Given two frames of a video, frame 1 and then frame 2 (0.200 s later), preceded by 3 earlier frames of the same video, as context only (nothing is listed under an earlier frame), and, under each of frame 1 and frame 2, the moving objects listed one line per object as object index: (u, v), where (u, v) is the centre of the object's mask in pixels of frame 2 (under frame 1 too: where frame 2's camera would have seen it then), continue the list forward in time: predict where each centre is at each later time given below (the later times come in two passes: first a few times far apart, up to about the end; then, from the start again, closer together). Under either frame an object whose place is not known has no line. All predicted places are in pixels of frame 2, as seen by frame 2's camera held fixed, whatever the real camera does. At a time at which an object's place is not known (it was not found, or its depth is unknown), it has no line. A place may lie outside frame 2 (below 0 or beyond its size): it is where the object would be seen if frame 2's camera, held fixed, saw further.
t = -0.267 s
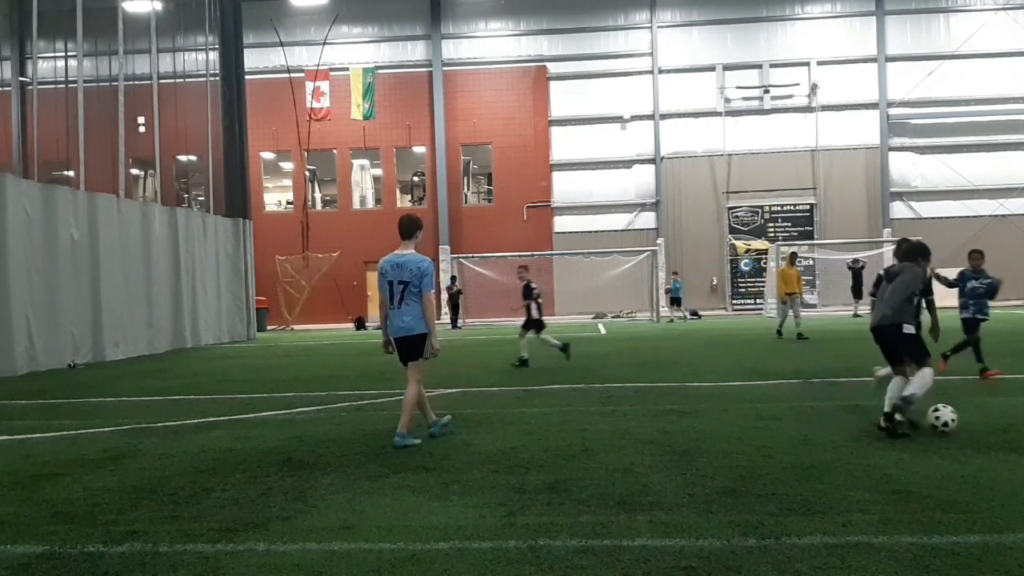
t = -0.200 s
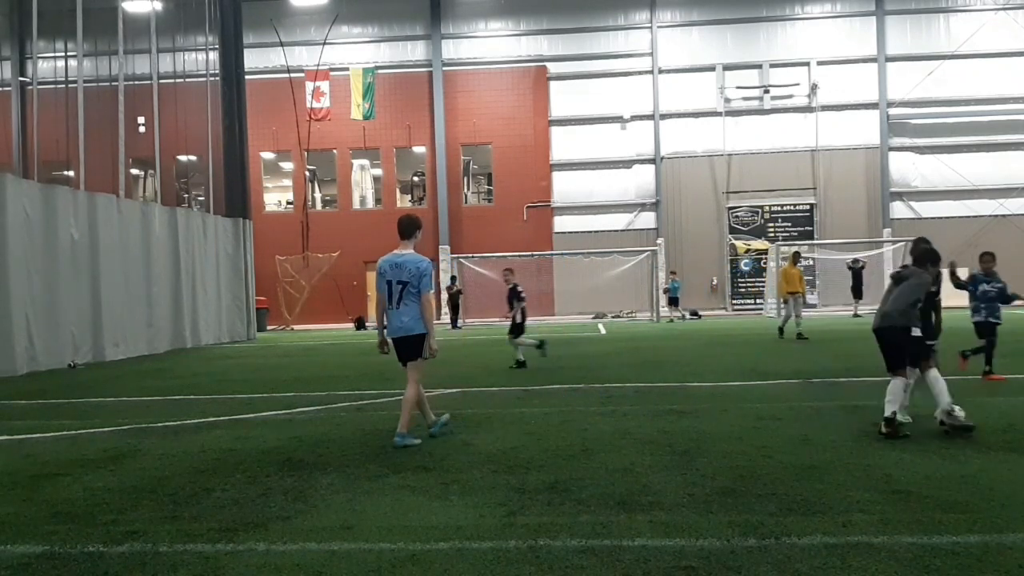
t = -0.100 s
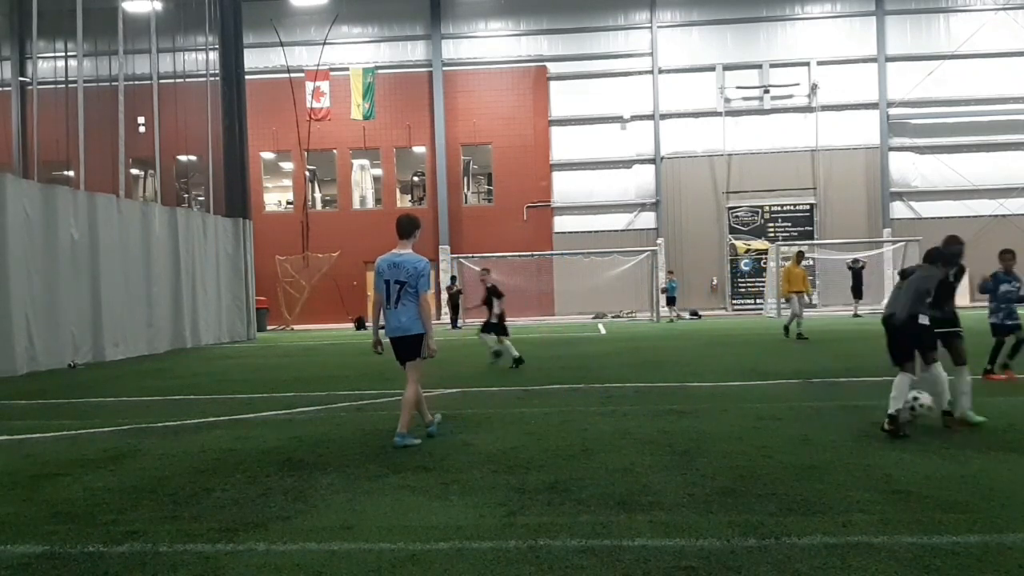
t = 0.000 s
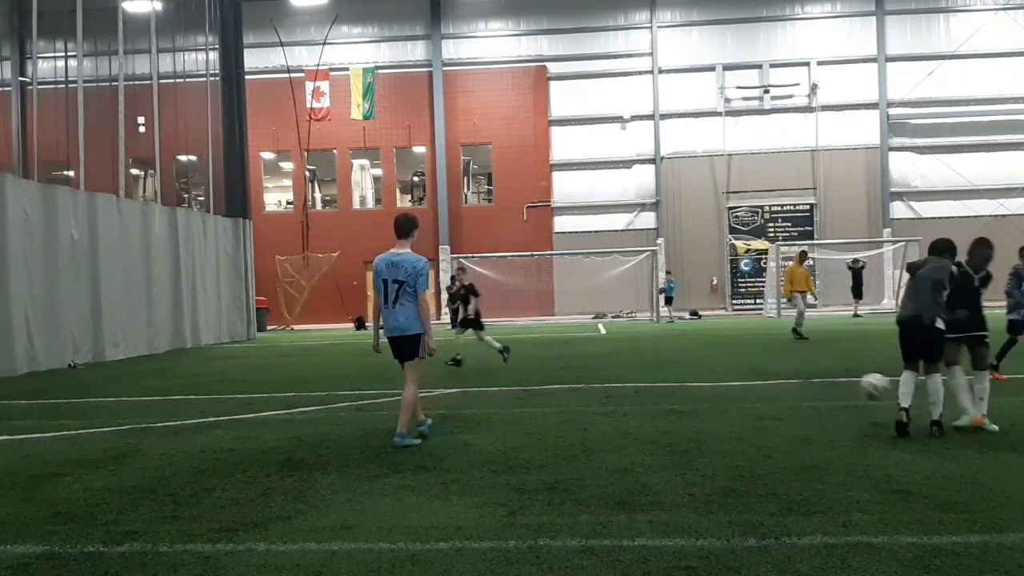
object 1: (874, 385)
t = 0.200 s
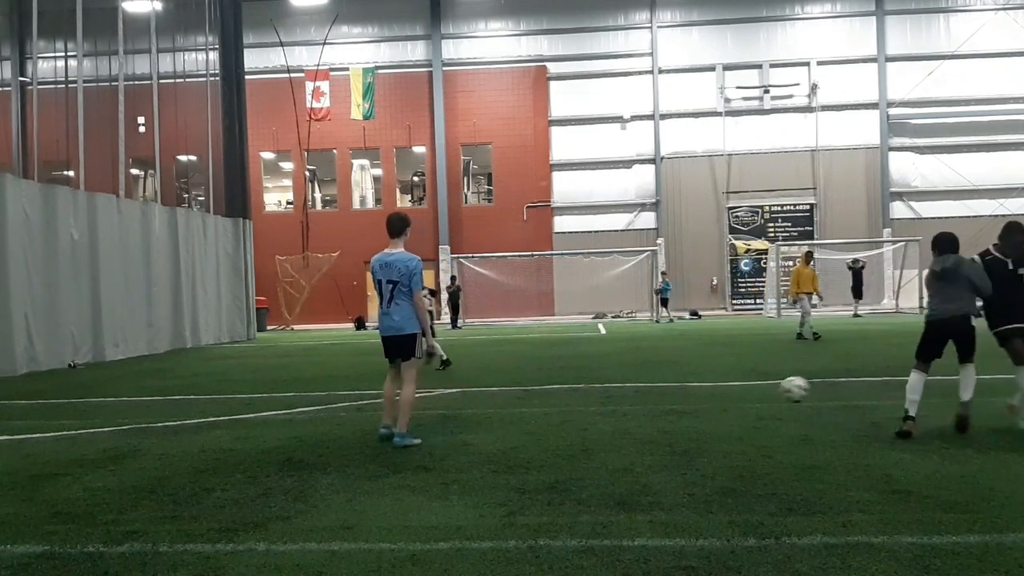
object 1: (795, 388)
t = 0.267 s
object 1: (768, 400)
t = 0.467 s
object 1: (715, 392)
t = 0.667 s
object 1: (671, 404)
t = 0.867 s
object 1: (623, 404)
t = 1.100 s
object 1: (576, 400)
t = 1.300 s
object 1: (539, 399)
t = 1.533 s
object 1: (500, 398)
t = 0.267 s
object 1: (768, 400)
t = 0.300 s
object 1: (756, 409)
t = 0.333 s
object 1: (746, 408)
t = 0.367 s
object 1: (738, 401)
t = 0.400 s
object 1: (730, 396)
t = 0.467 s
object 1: (715, 392)
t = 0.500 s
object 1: (708, 391)
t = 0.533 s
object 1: (700, 392)
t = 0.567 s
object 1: (692, 395)
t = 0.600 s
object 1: (686, 397)
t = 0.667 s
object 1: (671, 404)
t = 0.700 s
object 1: (663, 400)
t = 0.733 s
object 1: (655, 400)
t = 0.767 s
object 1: (647, 398)
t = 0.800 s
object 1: (639, 398)
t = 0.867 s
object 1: (623, 404)
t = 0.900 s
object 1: (617, 402)
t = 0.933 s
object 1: (609, 400)
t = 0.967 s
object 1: (602, 400)
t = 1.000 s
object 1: (595, 401)
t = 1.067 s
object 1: (582, 400)
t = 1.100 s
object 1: (576, 400)
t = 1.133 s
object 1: (569, 400)
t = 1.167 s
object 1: (563, 400)
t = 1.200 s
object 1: (557, 399)
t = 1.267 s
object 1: (544, 399)
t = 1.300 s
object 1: (539, 399)
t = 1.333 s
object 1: (533, 399)
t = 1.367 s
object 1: (527, 398)
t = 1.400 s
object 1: (521, 399)
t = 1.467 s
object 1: (510, 398)
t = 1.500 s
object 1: (505, 397)
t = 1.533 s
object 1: (500, 398)
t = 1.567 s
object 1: (495, 398)
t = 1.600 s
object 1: (489, 396)
